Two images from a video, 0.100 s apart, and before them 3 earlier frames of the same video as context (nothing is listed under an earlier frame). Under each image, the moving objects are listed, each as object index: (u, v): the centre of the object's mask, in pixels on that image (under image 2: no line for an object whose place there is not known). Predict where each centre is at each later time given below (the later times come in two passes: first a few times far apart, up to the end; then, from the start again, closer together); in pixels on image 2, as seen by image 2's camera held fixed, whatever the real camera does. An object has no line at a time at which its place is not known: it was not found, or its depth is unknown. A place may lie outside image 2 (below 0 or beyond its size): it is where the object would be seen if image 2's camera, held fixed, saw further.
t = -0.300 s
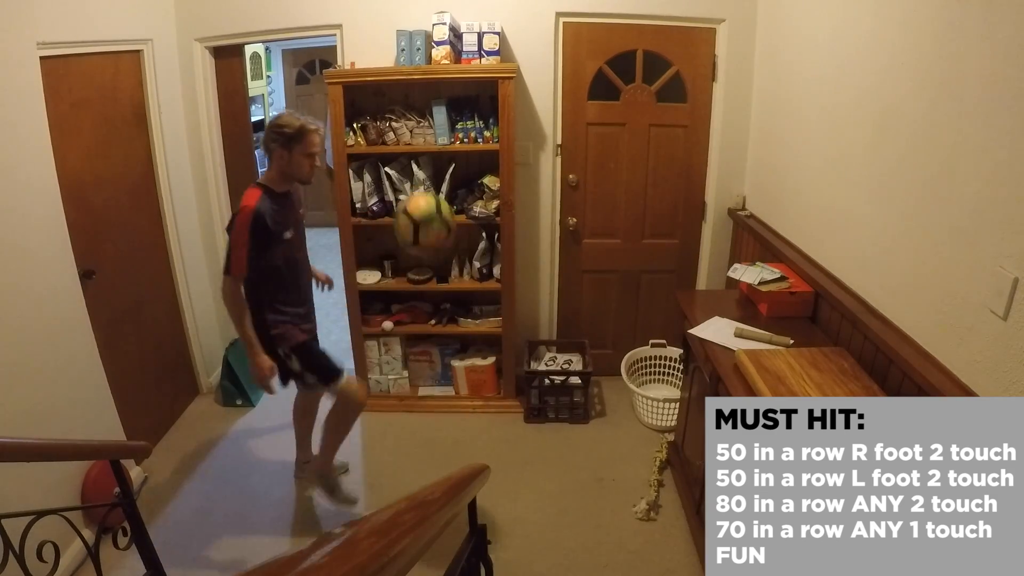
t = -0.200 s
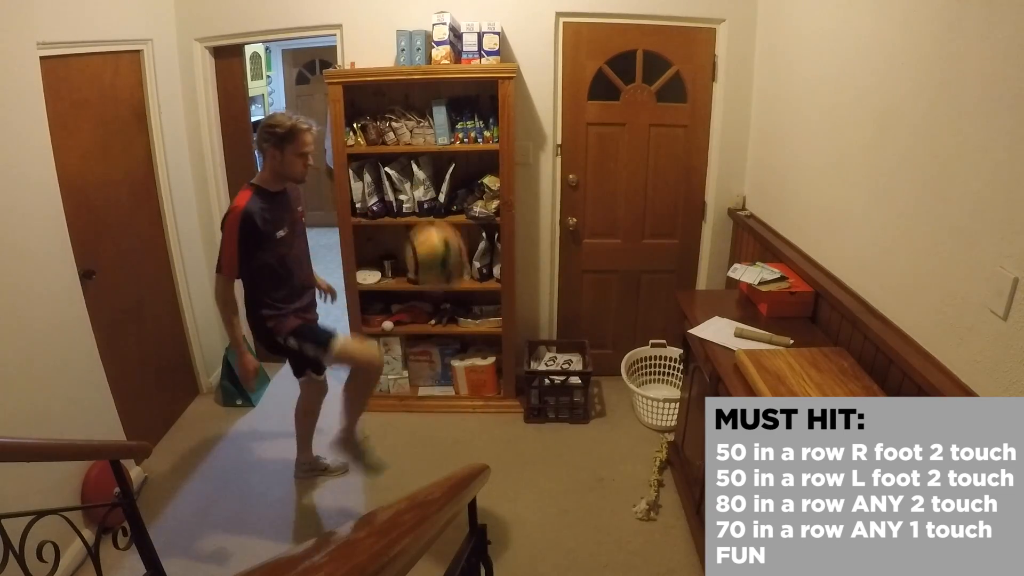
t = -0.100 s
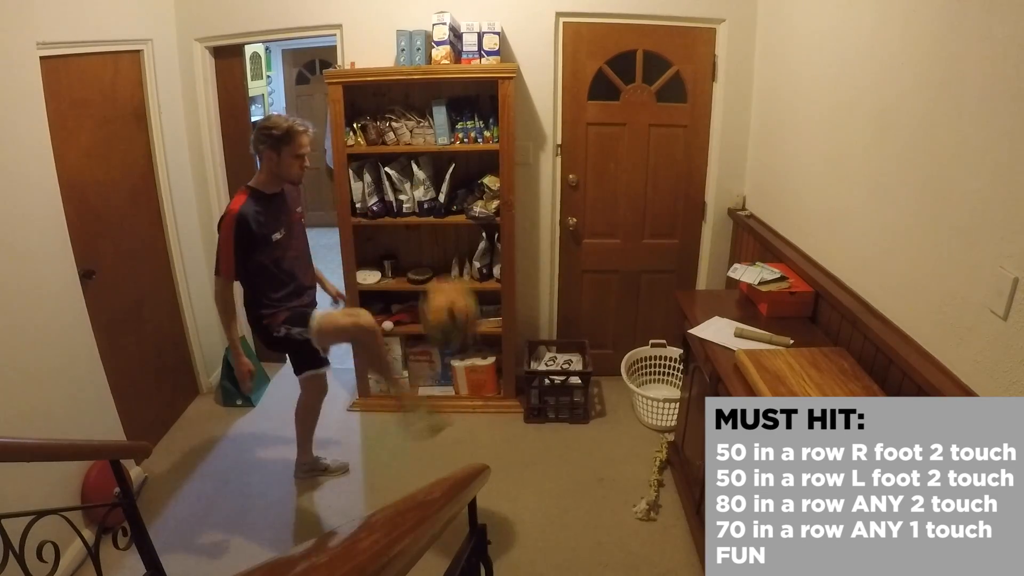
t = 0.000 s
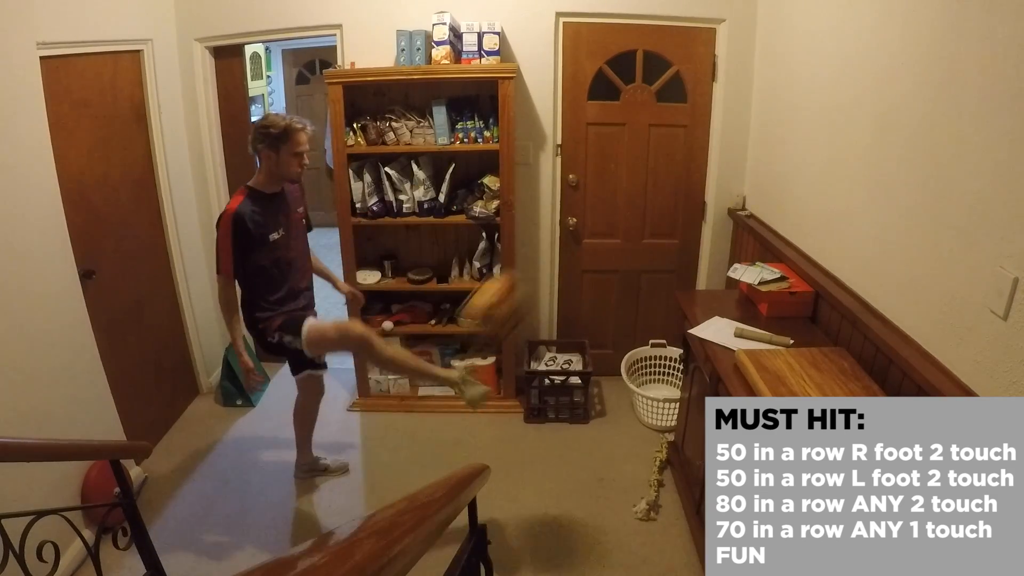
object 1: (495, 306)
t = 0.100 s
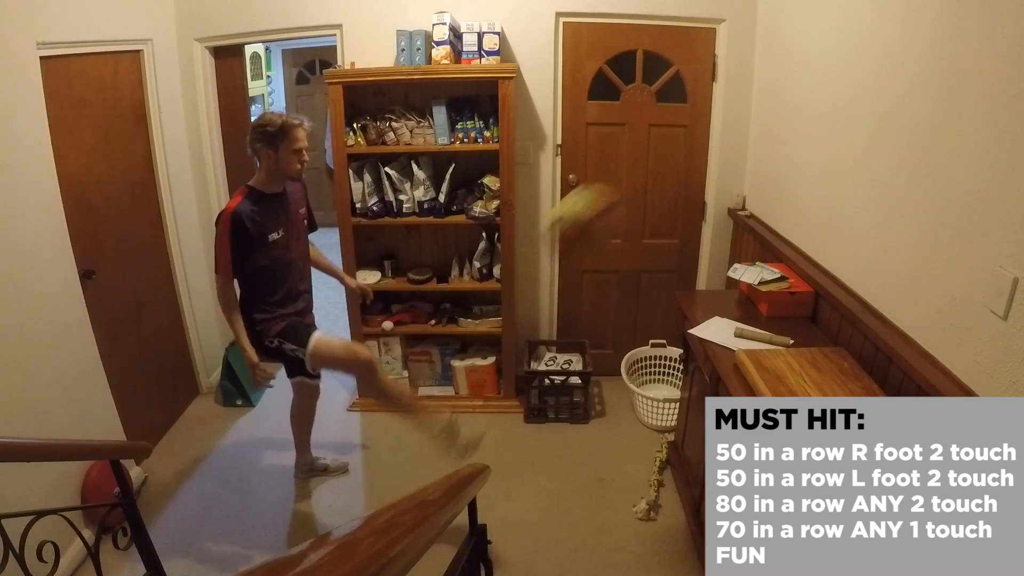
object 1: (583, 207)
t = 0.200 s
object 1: (669, 153)
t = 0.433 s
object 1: (839, 109)
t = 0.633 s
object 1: (697, 146)
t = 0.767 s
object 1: (592, 235)
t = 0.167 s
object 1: (639, 167)
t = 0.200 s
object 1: (669, 153)
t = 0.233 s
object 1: (700, 141)
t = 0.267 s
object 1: (732, 128)
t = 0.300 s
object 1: (761, 120)
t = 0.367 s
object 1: (815, 110)
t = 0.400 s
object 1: (839, 110)
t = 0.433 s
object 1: (839, 109)
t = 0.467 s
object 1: (817, 107)
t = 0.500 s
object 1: (796, 109)
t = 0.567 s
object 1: (751, 122)
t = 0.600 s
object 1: (723, 132)
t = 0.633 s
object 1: (697, 146)
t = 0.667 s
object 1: (670, 163)
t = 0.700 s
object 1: (645, 183)
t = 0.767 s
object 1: (592, 235)
